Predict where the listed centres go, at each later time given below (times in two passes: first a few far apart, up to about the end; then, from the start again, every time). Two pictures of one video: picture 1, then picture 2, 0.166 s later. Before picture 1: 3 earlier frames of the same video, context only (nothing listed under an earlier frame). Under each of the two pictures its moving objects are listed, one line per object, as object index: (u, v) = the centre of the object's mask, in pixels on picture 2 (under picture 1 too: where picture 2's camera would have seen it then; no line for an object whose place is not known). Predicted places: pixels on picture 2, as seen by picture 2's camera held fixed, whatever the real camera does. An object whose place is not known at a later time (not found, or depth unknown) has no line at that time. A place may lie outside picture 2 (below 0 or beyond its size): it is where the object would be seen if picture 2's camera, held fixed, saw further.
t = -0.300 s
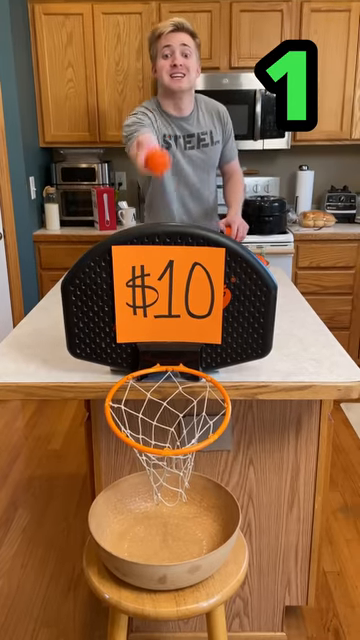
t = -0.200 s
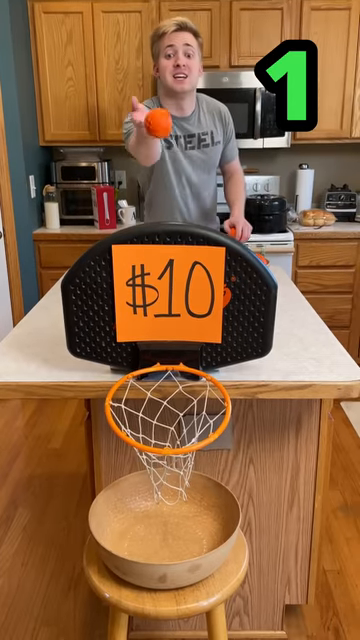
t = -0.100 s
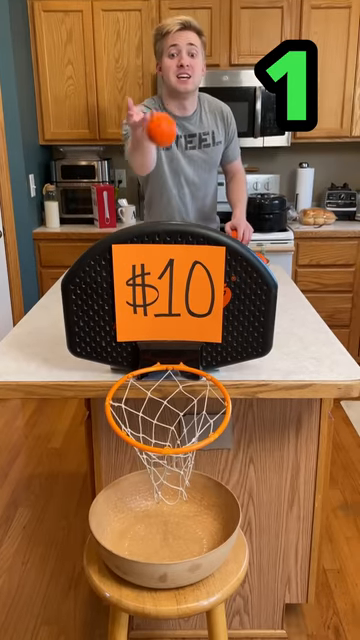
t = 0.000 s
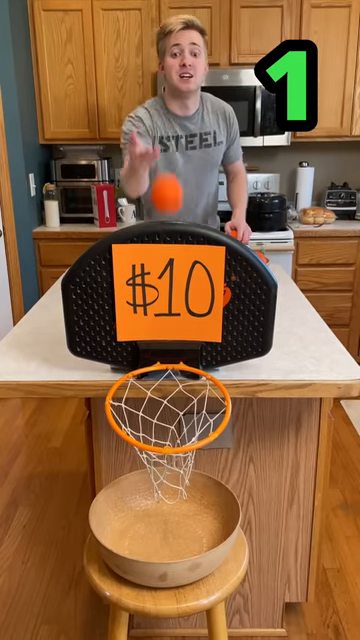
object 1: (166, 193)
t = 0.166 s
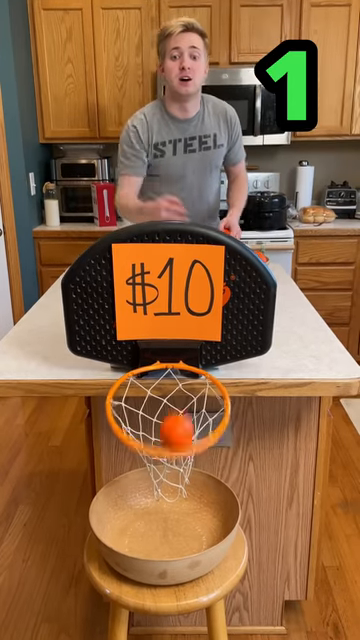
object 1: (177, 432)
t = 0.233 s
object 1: (172, 435)
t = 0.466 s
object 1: (163, 527)
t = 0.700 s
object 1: (164, 517)
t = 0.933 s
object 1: (165, 489)
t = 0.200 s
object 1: (174, 433)
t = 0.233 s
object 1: (172, 435)
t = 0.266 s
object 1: (169, 447)
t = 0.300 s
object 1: (169, 458)
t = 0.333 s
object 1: (167, 473)
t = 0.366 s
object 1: (167, 498)
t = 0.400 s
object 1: (165, 518)
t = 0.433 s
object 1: (164, 520)
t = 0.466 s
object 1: (163, 527)
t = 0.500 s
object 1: (162, 540)
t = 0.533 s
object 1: (162, 539)
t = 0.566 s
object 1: (162, 528)
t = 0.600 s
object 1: (163, 522)
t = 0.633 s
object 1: (163, 522)
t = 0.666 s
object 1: (164, 527)
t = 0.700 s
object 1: (164, 517)
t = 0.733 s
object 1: (164, 506)
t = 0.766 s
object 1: (164, 500)
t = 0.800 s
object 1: (165, 499)
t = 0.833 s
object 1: (164, 502)
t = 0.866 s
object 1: (164, 500)
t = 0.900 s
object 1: (165, 491)
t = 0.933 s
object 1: (165, 489)
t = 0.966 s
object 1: (168, 490)
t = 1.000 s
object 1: (167, 499)
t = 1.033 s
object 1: (168, 500)
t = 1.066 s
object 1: (168, 498)
